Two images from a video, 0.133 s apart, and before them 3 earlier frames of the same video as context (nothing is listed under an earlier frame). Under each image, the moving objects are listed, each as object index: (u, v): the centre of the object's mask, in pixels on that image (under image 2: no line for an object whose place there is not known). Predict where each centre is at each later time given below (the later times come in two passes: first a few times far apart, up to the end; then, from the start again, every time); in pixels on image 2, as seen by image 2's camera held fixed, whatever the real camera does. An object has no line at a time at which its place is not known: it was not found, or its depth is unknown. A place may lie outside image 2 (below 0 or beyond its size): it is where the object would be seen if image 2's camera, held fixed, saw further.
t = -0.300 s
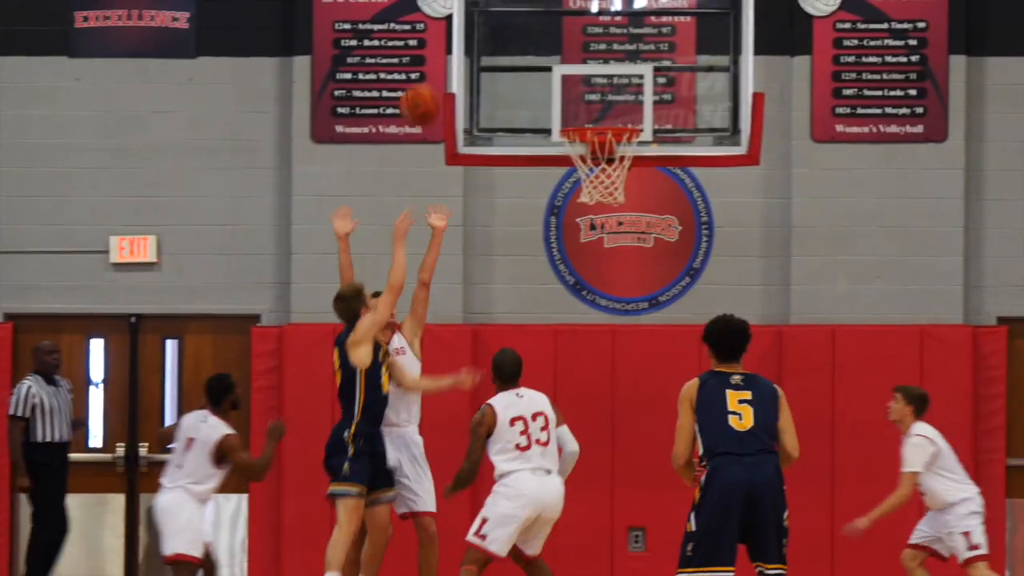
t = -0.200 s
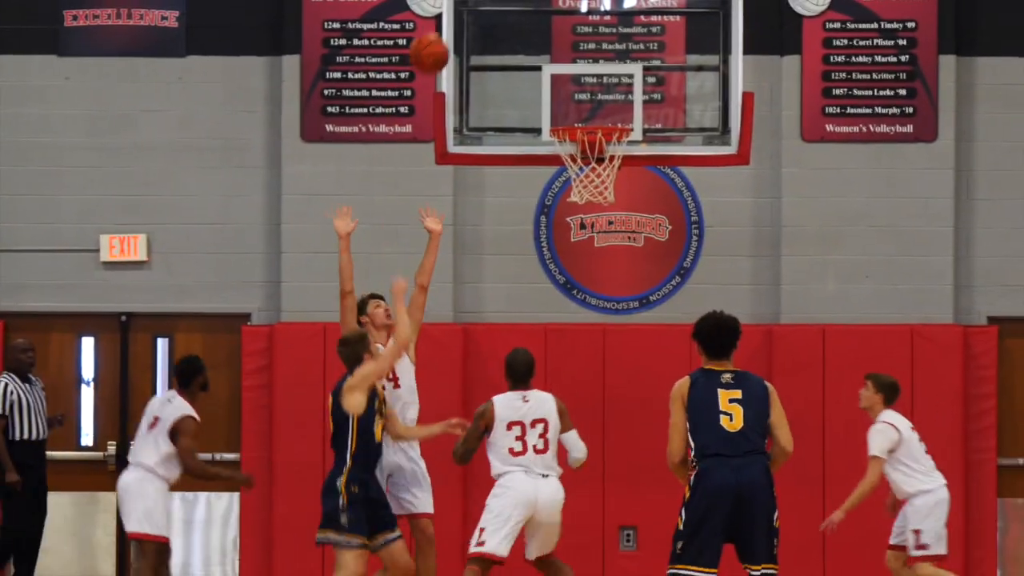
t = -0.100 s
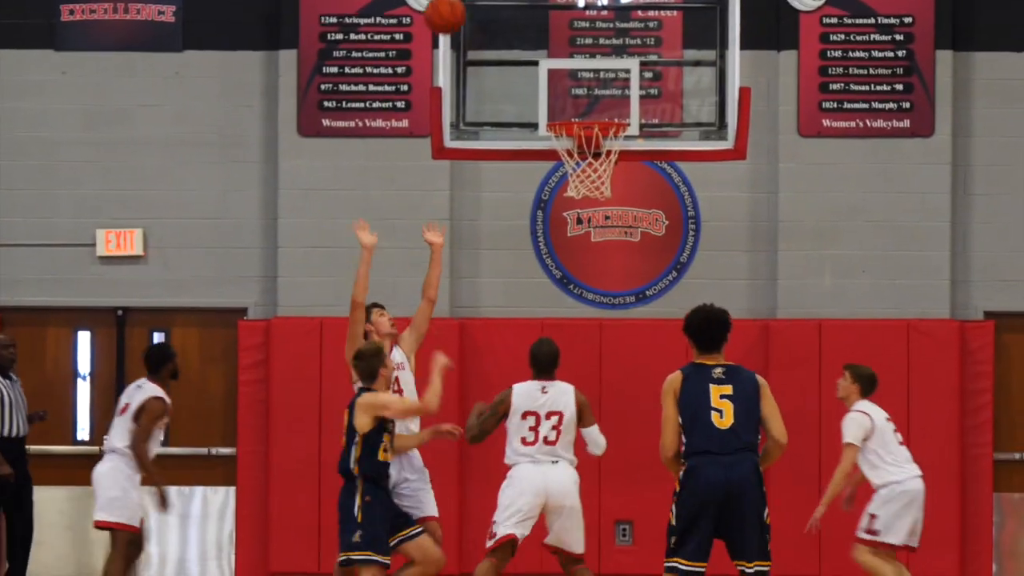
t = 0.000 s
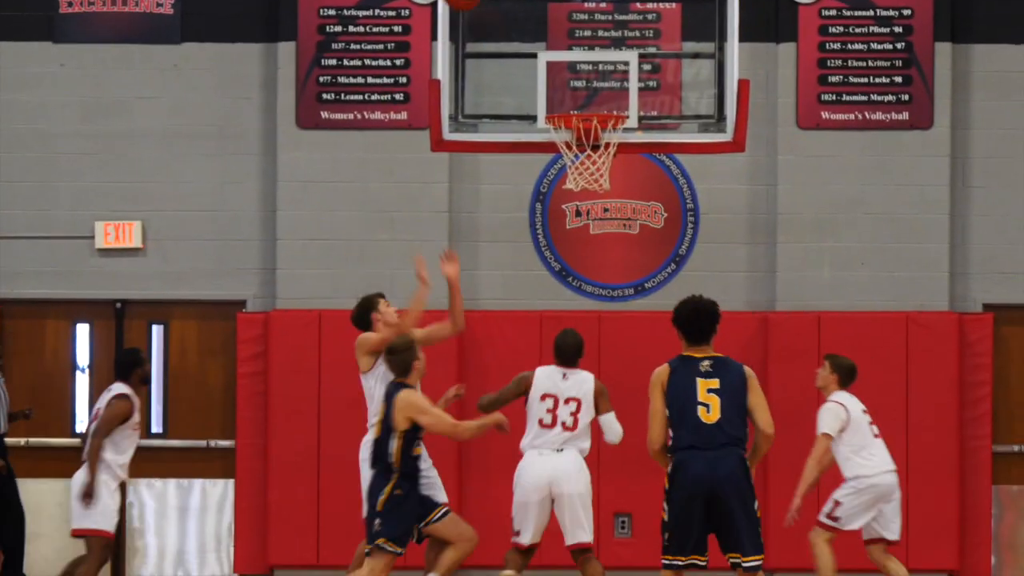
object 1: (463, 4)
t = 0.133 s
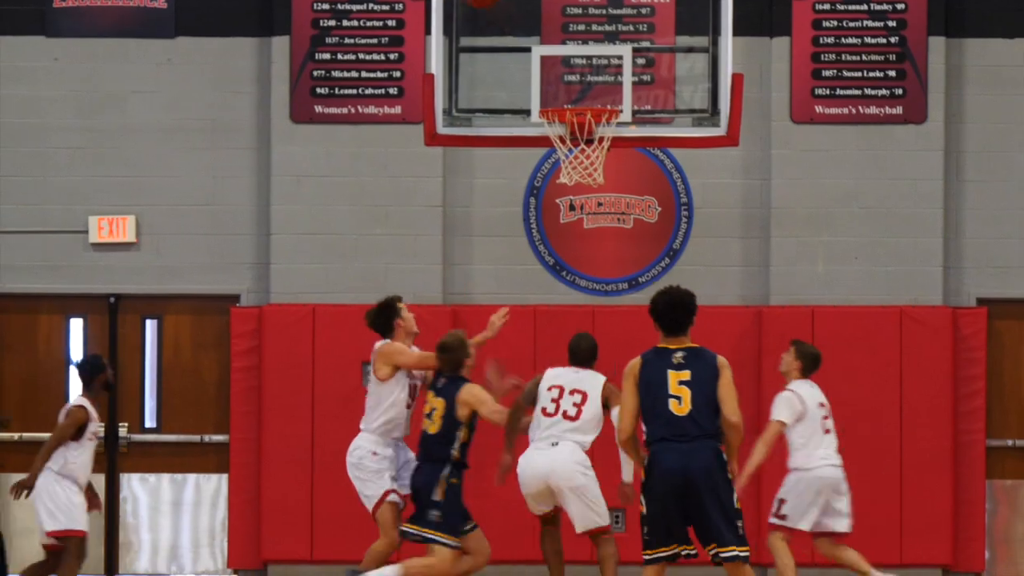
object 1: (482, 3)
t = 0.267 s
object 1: (505, 20)
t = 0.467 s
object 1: (517, 94)
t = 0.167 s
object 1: (488, 6)
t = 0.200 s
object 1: (494, 10)
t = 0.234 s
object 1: (499, 14)
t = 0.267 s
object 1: (505, 20)
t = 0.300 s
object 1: (511, 31)
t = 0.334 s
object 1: (516, 46)
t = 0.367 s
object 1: (522, 62)
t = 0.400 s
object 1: (528, 80)
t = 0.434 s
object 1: (532, 97)
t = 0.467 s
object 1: (517, 94)
